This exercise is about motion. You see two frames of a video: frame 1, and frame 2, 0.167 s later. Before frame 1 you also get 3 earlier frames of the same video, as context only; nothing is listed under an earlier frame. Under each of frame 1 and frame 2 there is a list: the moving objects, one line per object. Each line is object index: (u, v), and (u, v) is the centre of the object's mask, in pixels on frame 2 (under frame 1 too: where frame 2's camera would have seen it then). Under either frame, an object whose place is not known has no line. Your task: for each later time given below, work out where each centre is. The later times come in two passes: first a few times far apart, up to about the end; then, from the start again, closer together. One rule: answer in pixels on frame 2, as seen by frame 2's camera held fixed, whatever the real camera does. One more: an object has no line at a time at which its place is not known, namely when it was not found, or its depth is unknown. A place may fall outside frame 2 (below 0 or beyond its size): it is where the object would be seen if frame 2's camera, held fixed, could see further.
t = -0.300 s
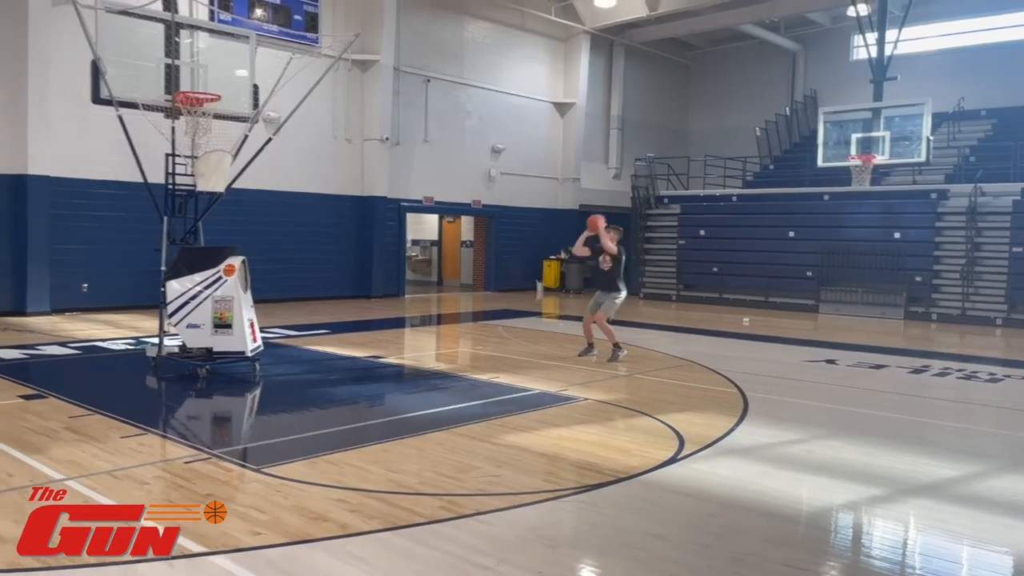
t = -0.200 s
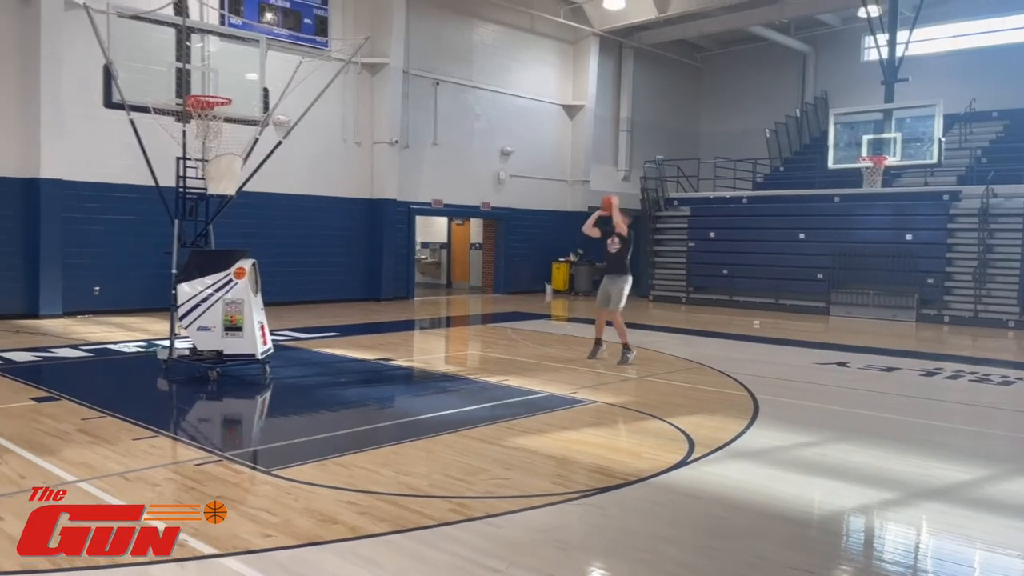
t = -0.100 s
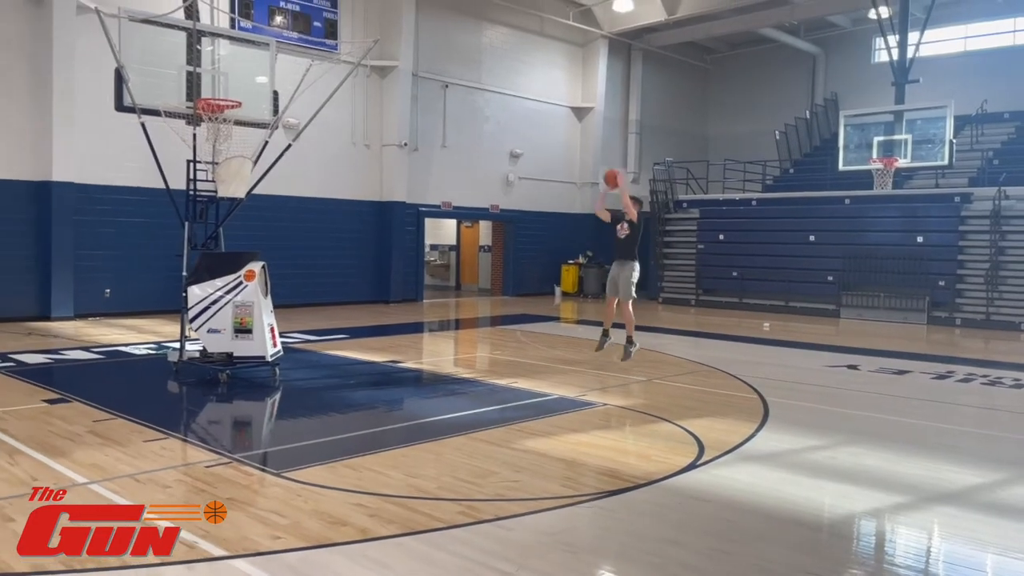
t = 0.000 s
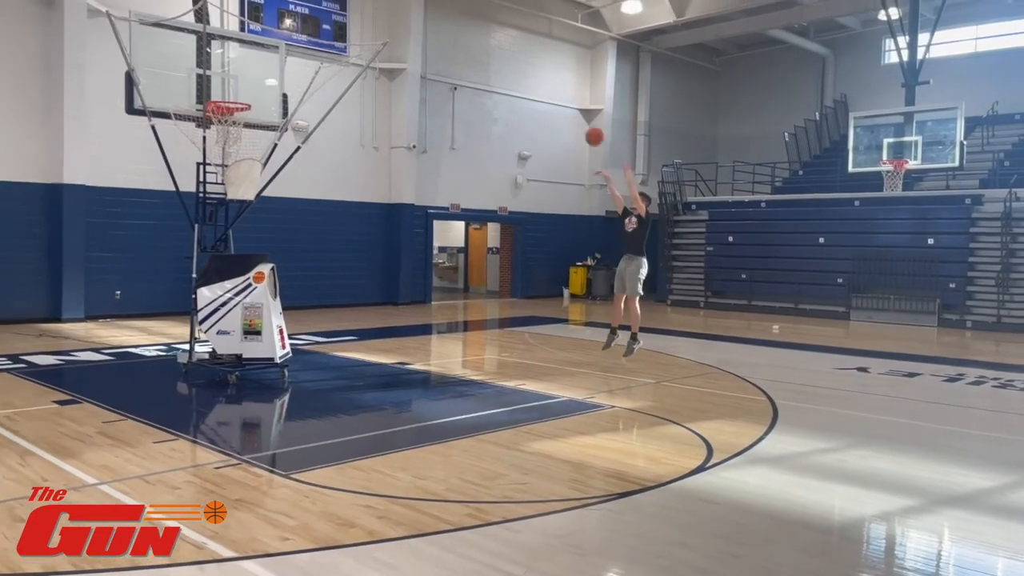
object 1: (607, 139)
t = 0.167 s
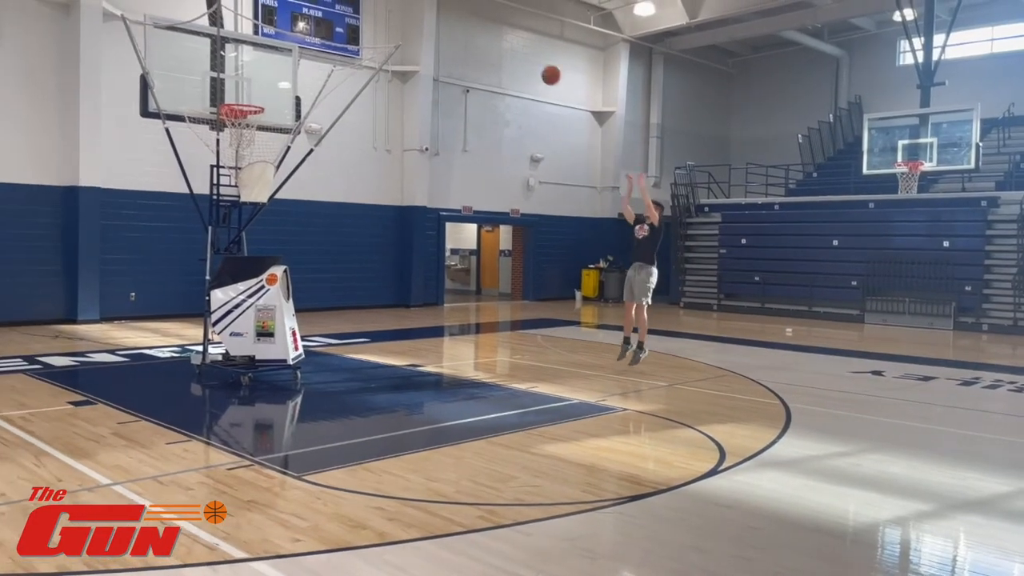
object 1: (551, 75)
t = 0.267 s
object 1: (516, 47)
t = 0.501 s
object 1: (434, 11)
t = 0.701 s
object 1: (363, 15)
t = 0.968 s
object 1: (263, 74)
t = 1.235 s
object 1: (263, 118)
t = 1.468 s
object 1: (243, 139)
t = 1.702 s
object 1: (231, 164)
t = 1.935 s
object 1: (253, 158)
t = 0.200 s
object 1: (540, 65)
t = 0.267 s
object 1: (516, 47)
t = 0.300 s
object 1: (505, 39)
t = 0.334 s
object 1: (493, 32)
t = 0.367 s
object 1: (482, 26)
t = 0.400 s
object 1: (470, 21)
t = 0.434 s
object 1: (458, 17)
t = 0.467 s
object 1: (446, 14)
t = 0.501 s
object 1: (434, 11)
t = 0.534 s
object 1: (422, 9)
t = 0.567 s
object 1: (411, 8)
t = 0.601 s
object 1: (399, 9)
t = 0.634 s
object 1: (387, 10)
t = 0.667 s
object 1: (375, 12)
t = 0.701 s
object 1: (363, 15)
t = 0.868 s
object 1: (301, 45)
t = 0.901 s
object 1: (288, 54)
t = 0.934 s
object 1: (275, 63)
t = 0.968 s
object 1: (263, 74)
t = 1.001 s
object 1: (251, 85)
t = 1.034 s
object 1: (238, 96)
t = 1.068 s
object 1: (233, 108)
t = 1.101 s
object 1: (243, 118)
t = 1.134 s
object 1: (253, 123)
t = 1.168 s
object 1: (260, 121)
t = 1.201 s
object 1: (263, 117)
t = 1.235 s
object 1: (263, 118)
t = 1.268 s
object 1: (261, 120)
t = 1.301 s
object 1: (259, 123)
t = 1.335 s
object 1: (257, 126)
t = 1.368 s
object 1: (254, 129)
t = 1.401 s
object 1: (250, 131)
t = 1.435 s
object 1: (247, 133)
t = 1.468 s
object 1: (243, 139)
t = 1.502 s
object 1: (241, 144)
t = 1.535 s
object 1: (238, 150)
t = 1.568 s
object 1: (235, 156)
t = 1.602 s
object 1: (233, 160)
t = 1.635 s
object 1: (231, 163)
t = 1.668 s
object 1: (230, 165)
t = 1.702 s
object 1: (231, 164)
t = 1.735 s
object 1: (233, 162)
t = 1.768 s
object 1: (236, 161)
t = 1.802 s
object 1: (239, 160)
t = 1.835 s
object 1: (243, 159)
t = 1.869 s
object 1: (246, 159)
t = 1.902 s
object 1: (249, 158)
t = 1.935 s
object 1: (253, 158)
